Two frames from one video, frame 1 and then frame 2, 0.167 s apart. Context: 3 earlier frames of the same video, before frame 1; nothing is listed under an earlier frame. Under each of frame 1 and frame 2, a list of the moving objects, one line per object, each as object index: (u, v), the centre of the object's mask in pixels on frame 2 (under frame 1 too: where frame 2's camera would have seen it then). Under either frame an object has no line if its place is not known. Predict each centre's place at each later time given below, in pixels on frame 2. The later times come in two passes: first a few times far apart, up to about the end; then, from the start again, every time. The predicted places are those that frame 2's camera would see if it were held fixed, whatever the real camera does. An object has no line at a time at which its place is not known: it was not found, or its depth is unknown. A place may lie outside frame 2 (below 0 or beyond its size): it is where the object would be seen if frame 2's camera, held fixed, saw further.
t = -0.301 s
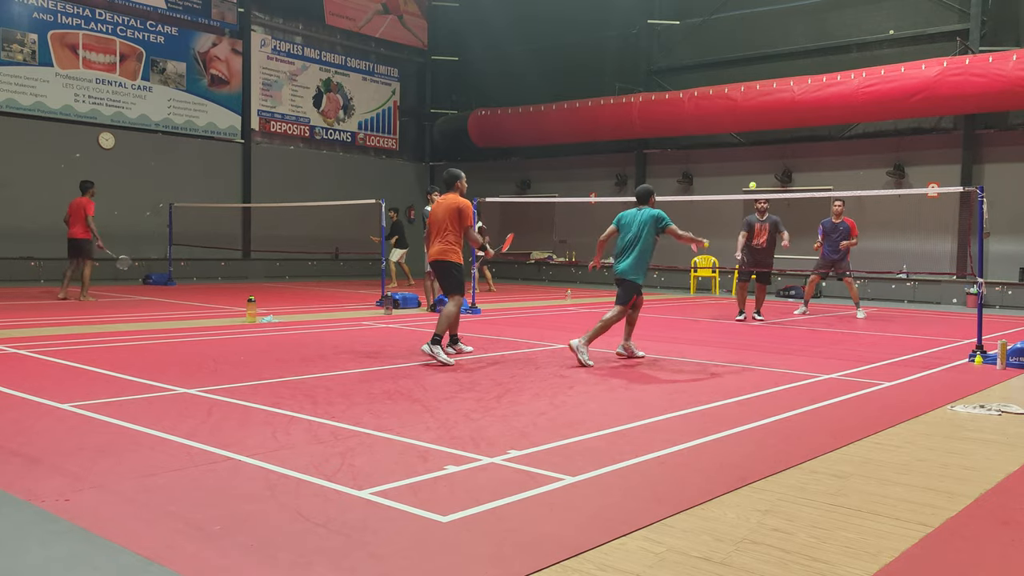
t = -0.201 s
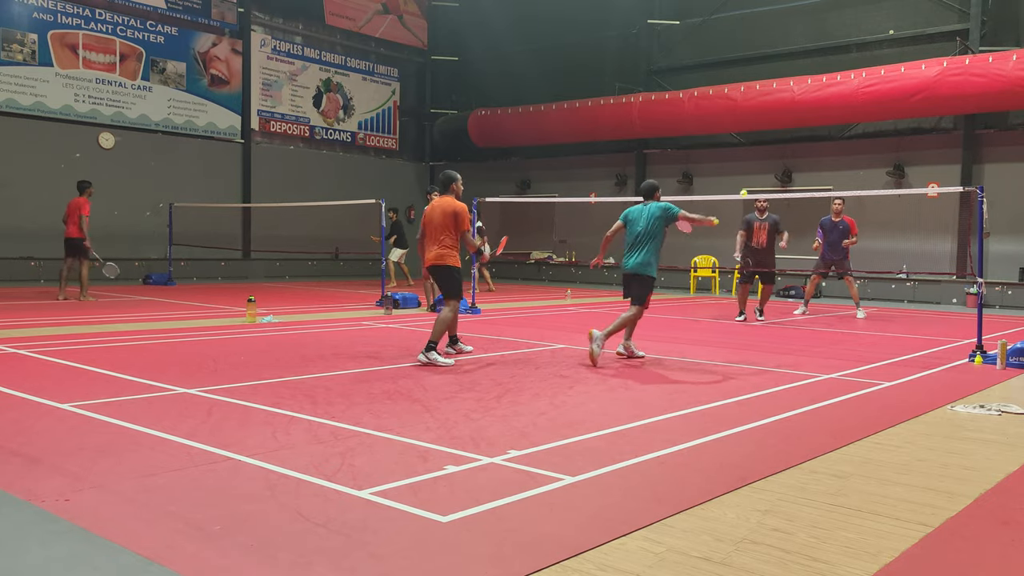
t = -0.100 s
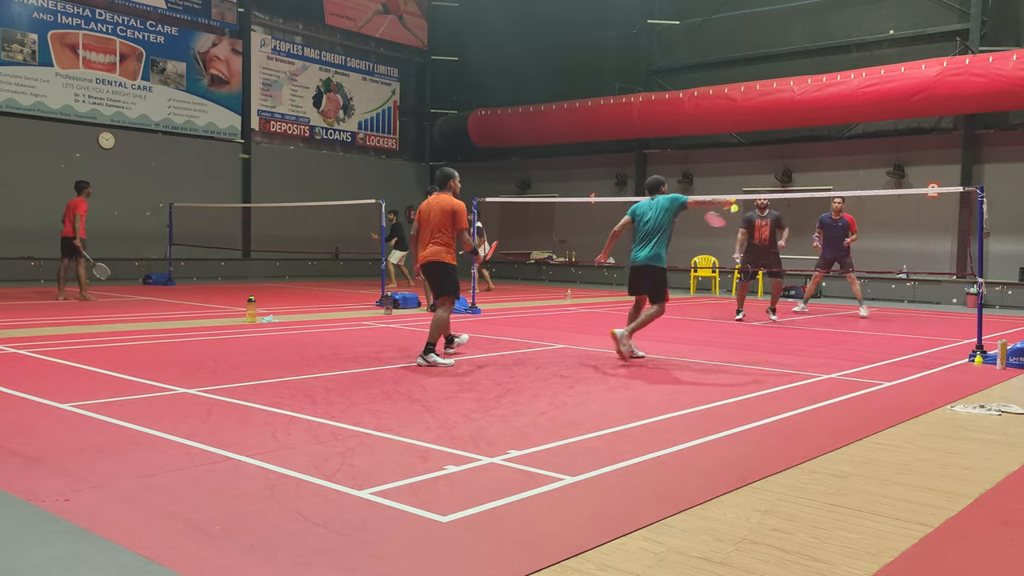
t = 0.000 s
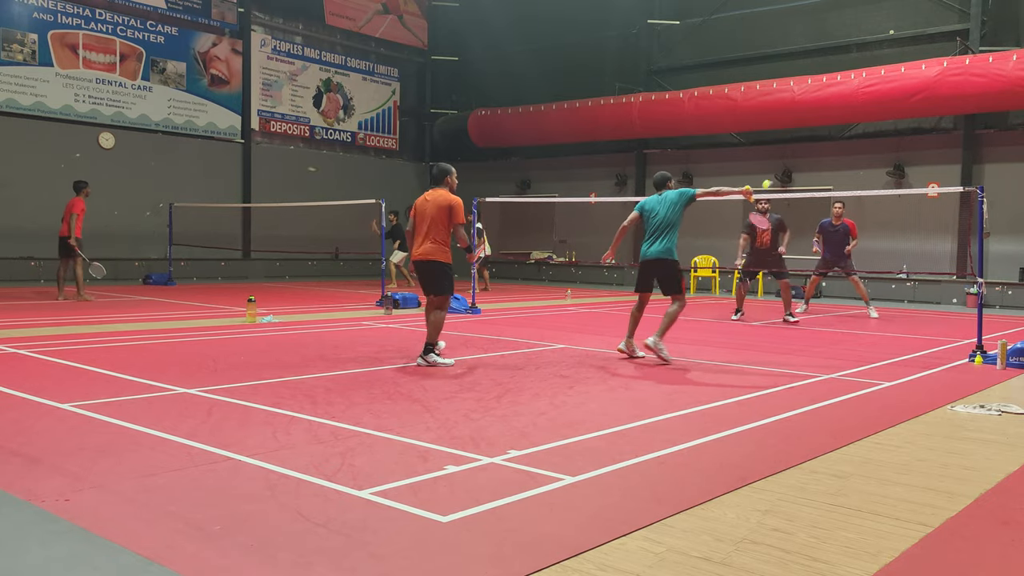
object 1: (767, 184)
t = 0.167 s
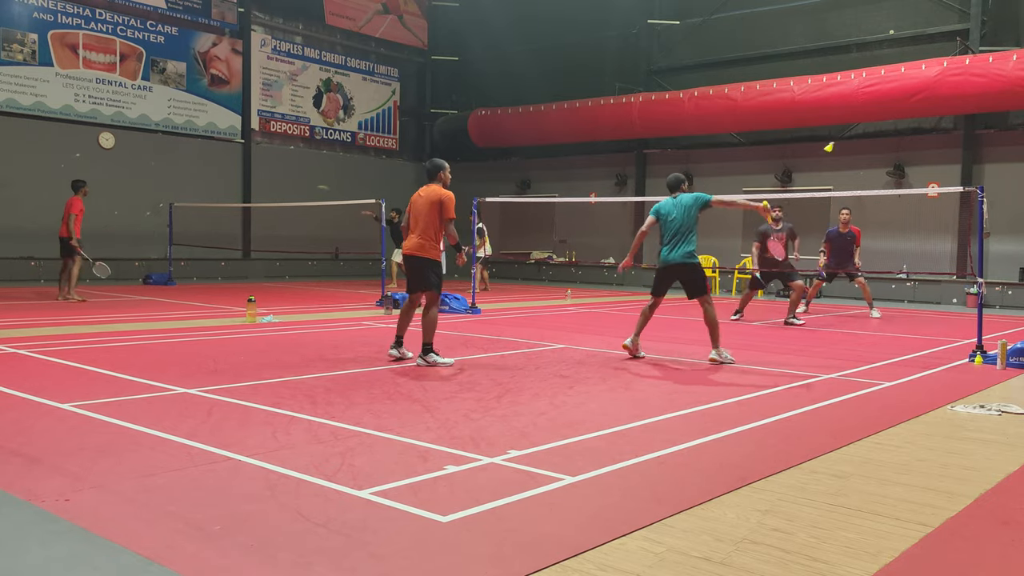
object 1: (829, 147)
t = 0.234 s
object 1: (851, 136)
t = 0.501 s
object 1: (910, 162)
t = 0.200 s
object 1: (839, 141)
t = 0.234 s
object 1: (851, 136)
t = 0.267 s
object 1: (861, 134)
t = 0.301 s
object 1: (870, 136)
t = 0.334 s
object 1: (879, 138)
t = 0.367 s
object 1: (886, 141)
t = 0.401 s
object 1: (892, 145)
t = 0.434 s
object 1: (897, 149)
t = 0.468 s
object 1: (903, 155)
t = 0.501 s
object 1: (910, 162)
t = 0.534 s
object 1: (917, 170)
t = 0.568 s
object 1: (923, 178)
